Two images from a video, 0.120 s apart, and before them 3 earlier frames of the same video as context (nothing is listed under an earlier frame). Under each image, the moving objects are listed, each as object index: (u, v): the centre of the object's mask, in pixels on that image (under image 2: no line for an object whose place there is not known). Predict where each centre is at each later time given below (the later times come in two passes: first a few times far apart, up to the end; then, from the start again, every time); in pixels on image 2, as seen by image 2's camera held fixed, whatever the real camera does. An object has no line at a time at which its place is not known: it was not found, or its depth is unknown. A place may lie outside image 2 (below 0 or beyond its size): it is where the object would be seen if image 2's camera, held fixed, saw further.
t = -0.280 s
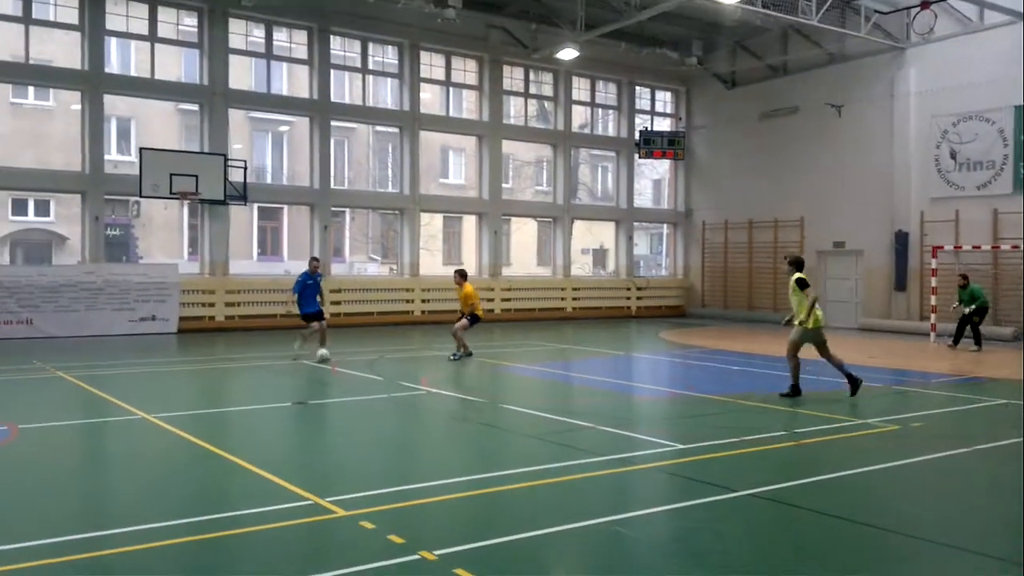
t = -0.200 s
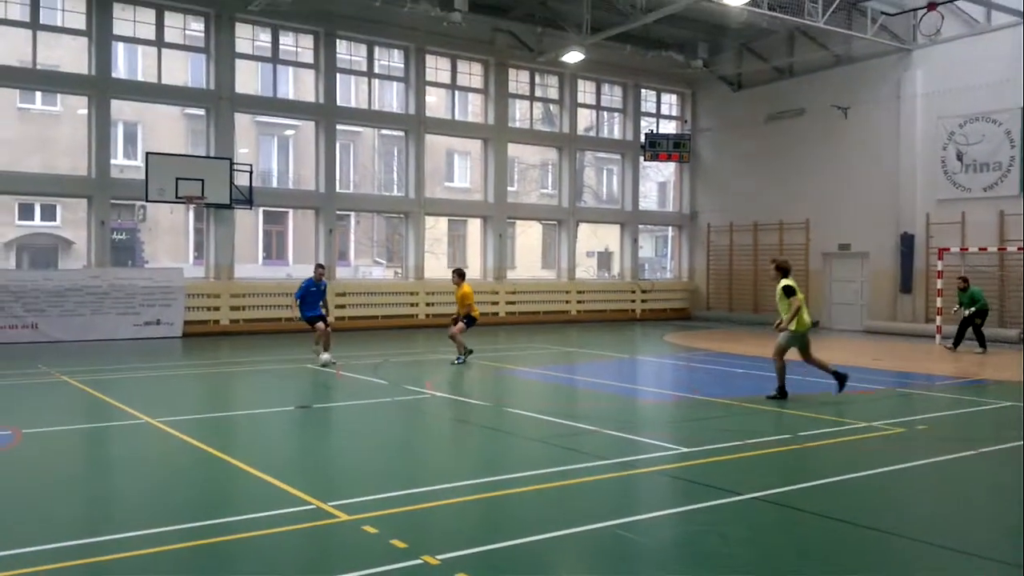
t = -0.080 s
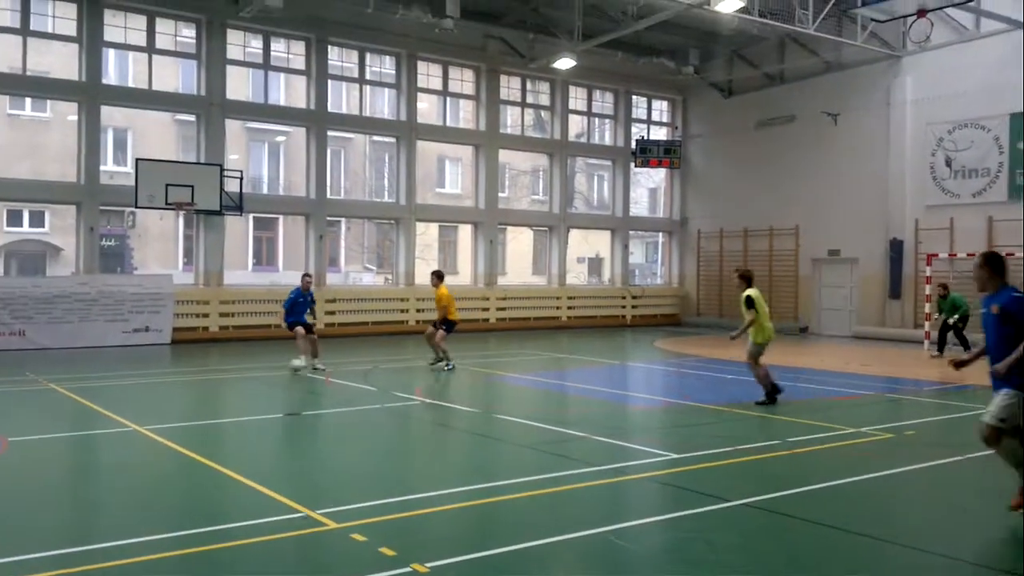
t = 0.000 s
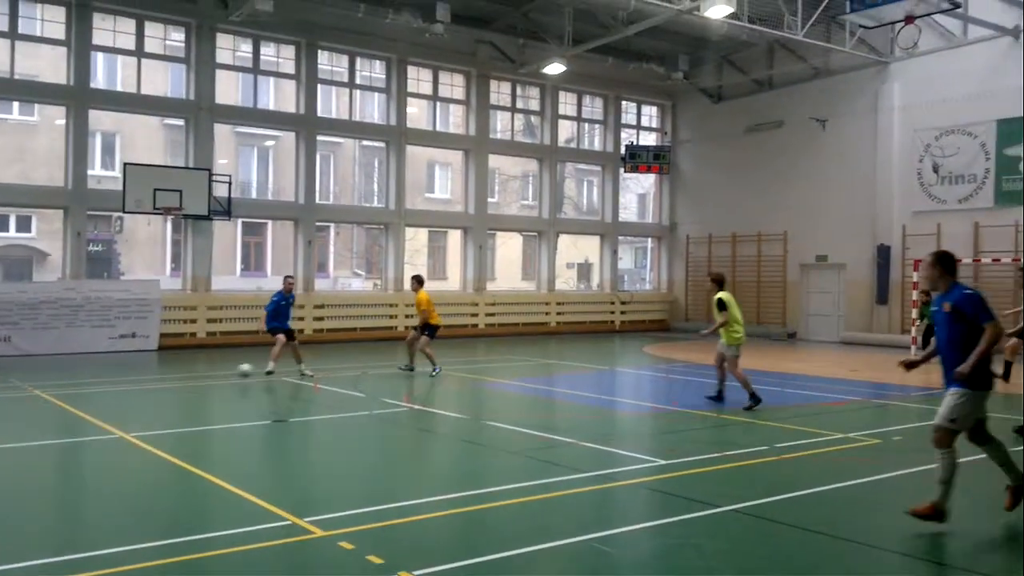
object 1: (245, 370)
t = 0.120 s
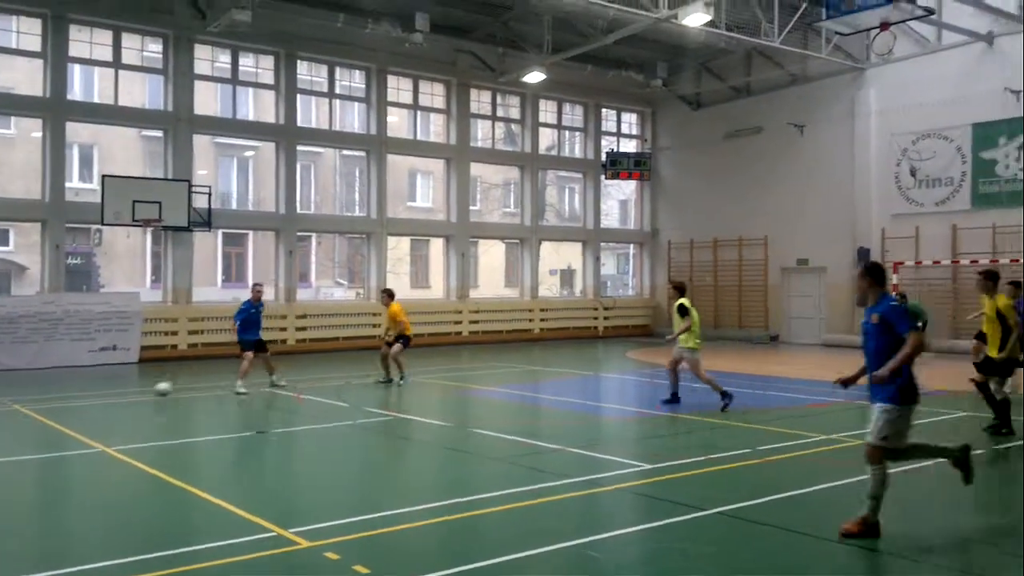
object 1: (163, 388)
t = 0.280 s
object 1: (78, 398)
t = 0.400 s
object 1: (14, 407)
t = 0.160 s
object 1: (140, 393)
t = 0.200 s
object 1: (118, 399)
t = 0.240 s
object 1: (98, 398)
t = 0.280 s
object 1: (78, 398)
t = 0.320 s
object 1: (55, 400)
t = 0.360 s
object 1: (33, 405)
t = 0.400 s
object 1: (14, 407)
